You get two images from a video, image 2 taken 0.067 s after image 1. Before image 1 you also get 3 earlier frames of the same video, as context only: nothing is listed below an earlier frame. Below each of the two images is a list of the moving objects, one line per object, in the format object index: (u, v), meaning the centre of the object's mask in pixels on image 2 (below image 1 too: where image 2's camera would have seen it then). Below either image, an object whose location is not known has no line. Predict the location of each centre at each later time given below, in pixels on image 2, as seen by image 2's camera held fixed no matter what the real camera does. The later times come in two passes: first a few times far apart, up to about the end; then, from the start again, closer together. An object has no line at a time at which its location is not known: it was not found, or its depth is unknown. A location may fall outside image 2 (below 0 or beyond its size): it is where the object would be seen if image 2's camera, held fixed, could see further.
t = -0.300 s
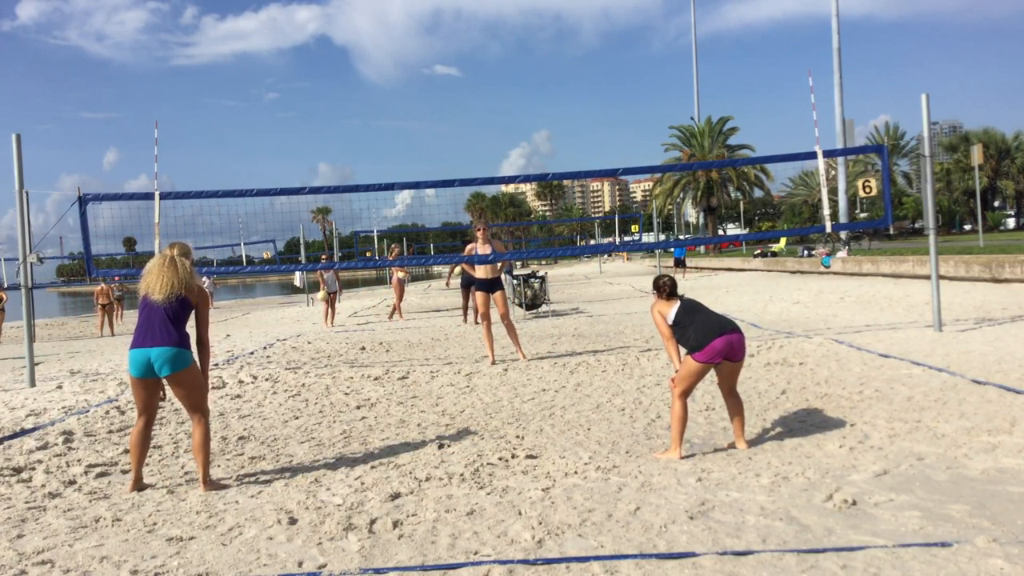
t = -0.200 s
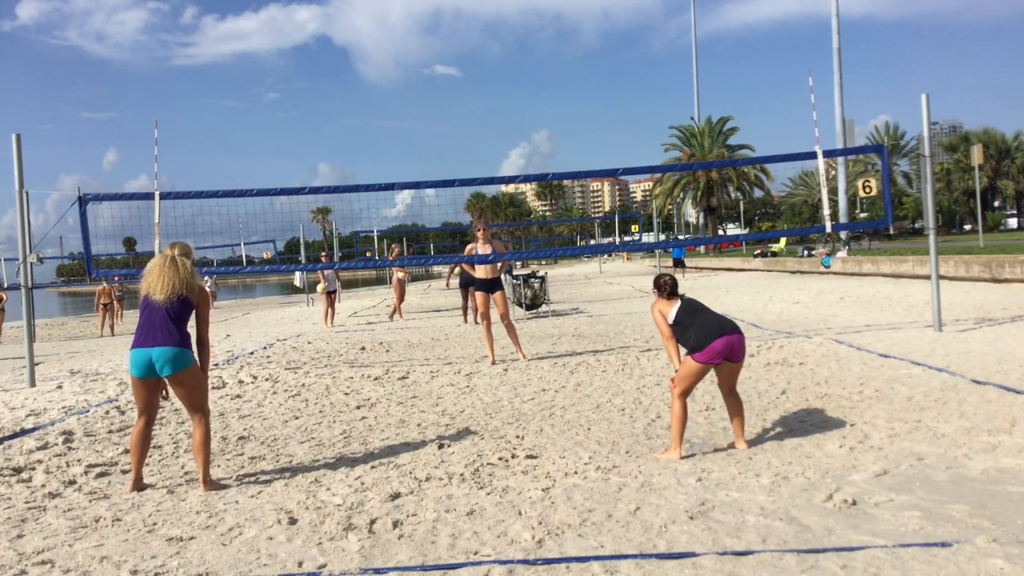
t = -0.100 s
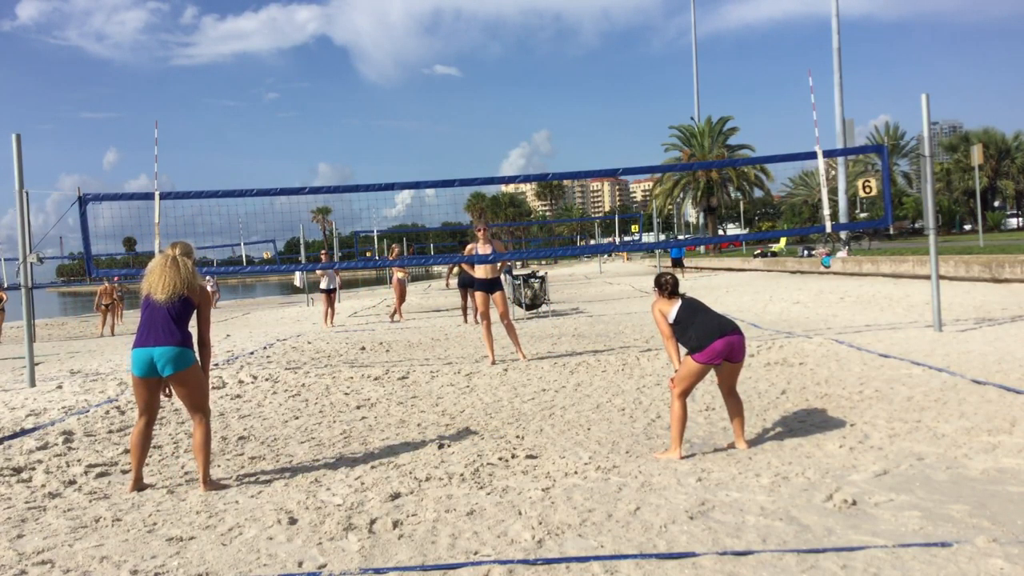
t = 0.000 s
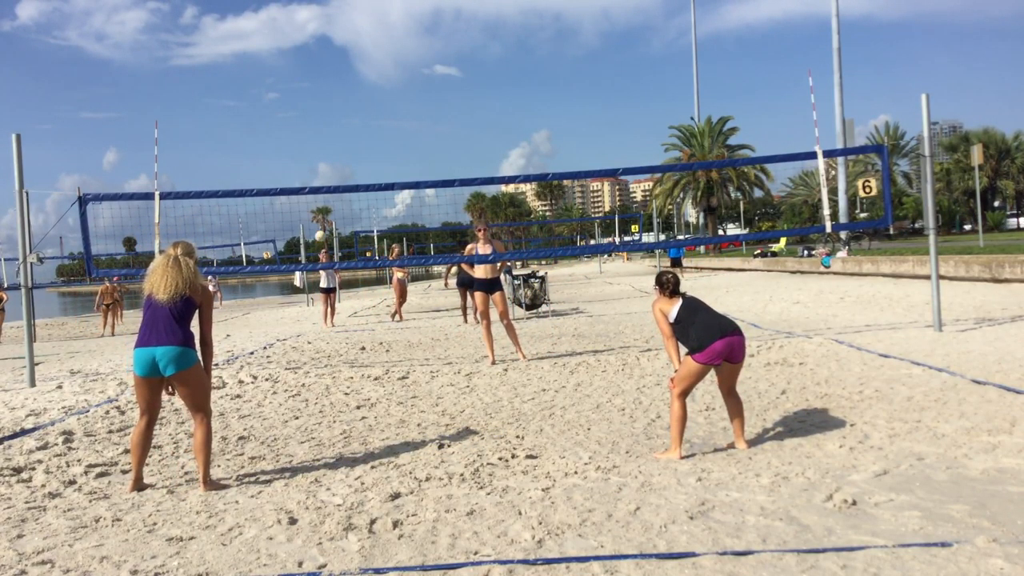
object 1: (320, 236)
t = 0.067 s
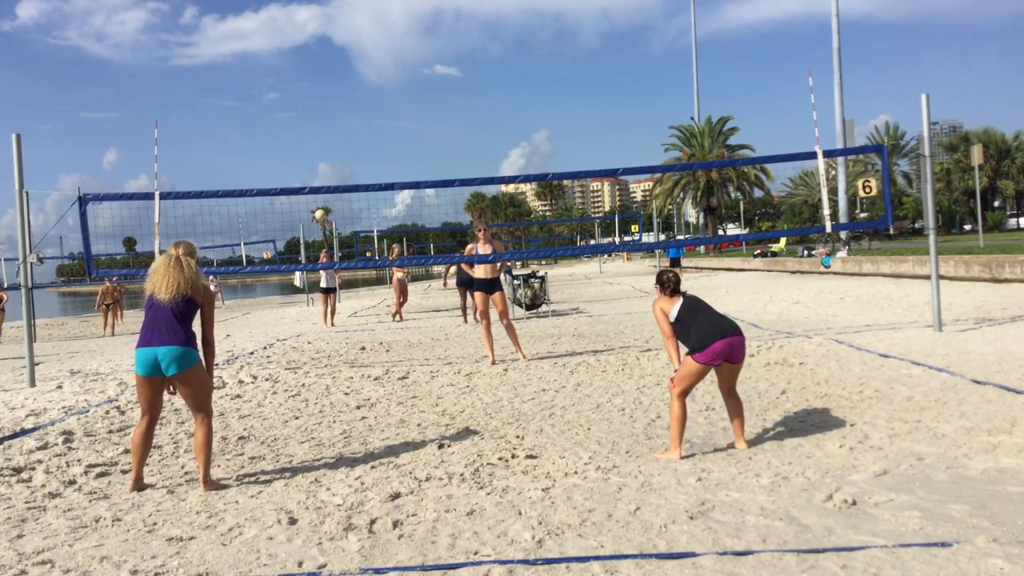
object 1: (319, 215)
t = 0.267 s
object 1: (320, 164)
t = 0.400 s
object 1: (320, 141)
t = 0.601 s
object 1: (321, 122)
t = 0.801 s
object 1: (323, 122)
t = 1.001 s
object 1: (326, 143)
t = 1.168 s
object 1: (330, 174)
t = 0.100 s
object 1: (319, 204)
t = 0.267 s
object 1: (320, 164)
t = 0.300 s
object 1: (320, 157)
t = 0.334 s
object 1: (320, 151)
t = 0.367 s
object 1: (320, 146)
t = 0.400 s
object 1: (320, 141)
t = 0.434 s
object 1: (320, 136)
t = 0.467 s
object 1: (320, 132)
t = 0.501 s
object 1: (320, 129)
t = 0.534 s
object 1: (321, 126)
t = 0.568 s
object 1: (321, 124)
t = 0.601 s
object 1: (321, 122)
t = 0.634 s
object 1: (322, 121)
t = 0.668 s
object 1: (322, 120)
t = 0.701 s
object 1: (322, 120)
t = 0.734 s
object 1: (322, 120)
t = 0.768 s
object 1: (323, 121)
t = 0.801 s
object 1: (323, 122)
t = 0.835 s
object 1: (324, 125)
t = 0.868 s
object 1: (324, 127)
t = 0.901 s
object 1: (325, 130)
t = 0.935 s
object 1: (325, 133)
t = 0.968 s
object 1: (326, 138)
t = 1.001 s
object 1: (326, 143)
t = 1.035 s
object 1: (327, 148)
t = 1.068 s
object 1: (328, 154)
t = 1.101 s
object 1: (329, 160)
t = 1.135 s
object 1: (329, 166)
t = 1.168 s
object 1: (330, 174)
